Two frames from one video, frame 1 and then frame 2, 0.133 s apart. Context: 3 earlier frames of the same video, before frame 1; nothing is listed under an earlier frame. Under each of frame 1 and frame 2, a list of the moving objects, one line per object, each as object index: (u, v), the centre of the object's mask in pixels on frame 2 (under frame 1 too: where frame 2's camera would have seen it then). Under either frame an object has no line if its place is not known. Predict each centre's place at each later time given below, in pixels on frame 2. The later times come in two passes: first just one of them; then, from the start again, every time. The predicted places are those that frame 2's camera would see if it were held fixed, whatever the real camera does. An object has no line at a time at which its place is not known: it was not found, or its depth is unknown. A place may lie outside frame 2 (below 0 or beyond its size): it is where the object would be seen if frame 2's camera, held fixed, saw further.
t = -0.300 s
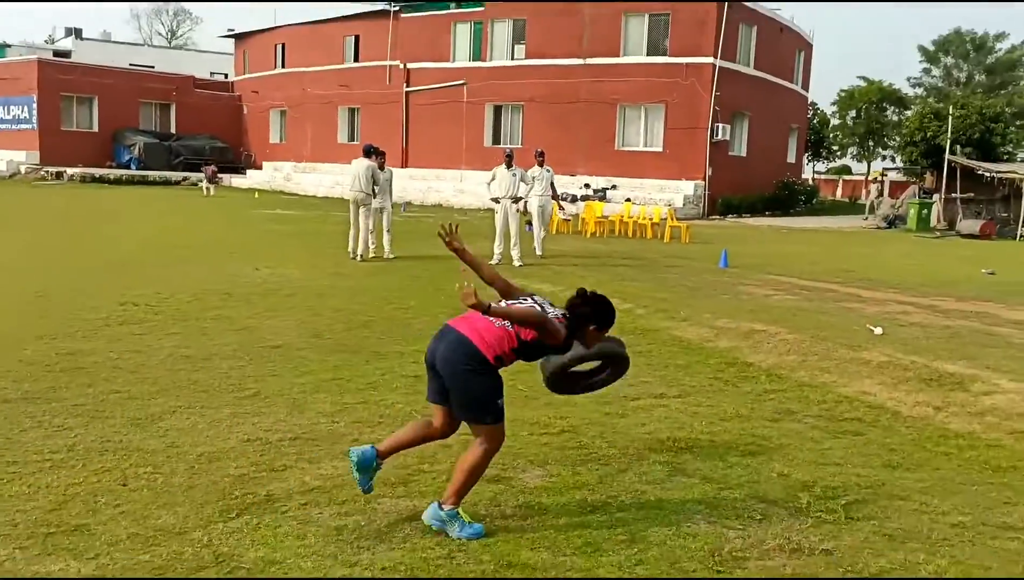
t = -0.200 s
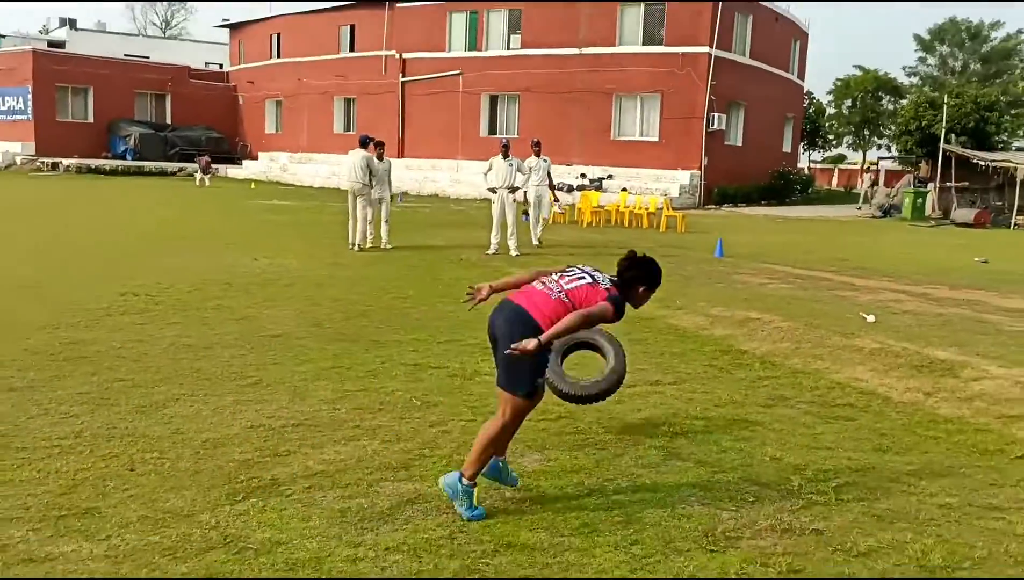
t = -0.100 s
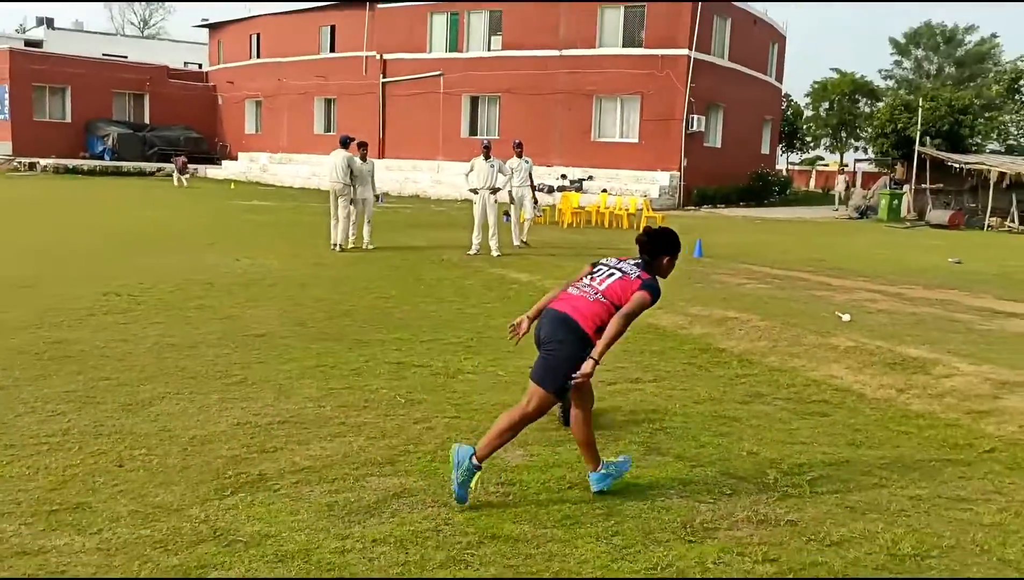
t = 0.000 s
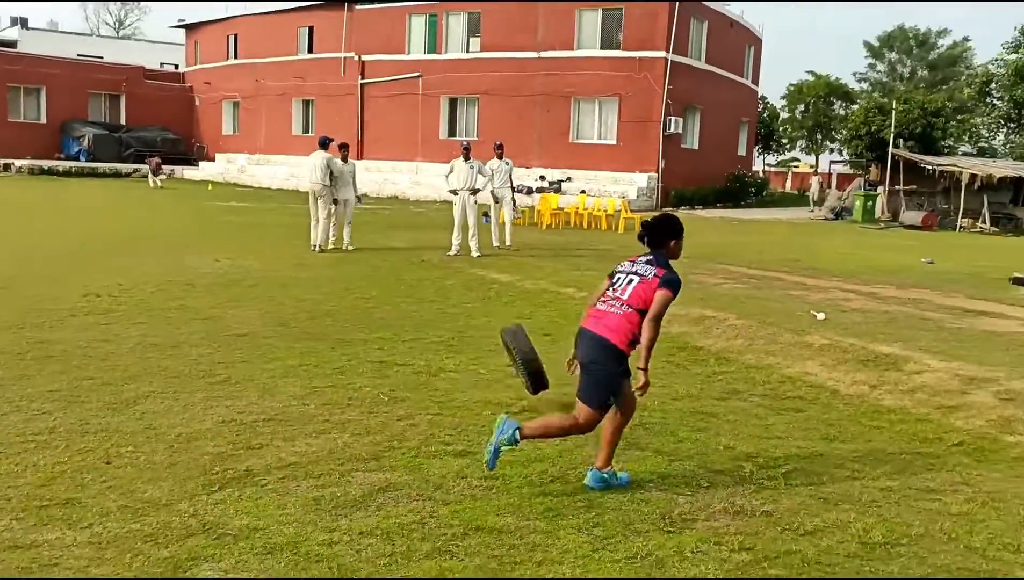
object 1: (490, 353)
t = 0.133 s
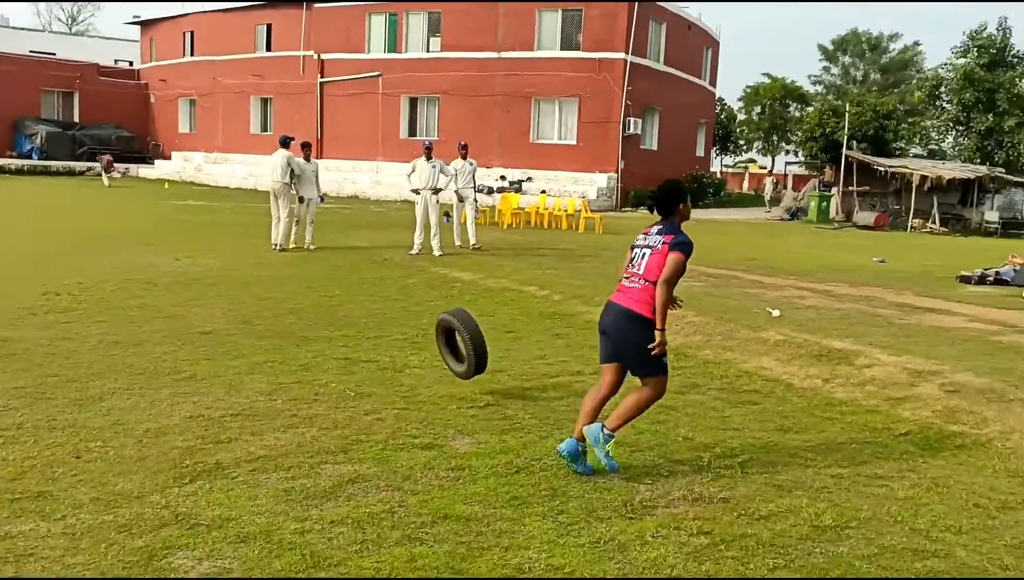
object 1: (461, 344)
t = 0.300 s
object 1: (428, 357)
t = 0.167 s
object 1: (454, 346)
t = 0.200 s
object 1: (447, 349)
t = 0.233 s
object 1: (440, 354)
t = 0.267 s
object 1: (433, 360)
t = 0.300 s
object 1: (428, 357)
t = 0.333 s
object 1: (422, 351)
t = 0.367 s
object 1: (417, 348)
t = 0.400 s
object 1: (411, 346)
